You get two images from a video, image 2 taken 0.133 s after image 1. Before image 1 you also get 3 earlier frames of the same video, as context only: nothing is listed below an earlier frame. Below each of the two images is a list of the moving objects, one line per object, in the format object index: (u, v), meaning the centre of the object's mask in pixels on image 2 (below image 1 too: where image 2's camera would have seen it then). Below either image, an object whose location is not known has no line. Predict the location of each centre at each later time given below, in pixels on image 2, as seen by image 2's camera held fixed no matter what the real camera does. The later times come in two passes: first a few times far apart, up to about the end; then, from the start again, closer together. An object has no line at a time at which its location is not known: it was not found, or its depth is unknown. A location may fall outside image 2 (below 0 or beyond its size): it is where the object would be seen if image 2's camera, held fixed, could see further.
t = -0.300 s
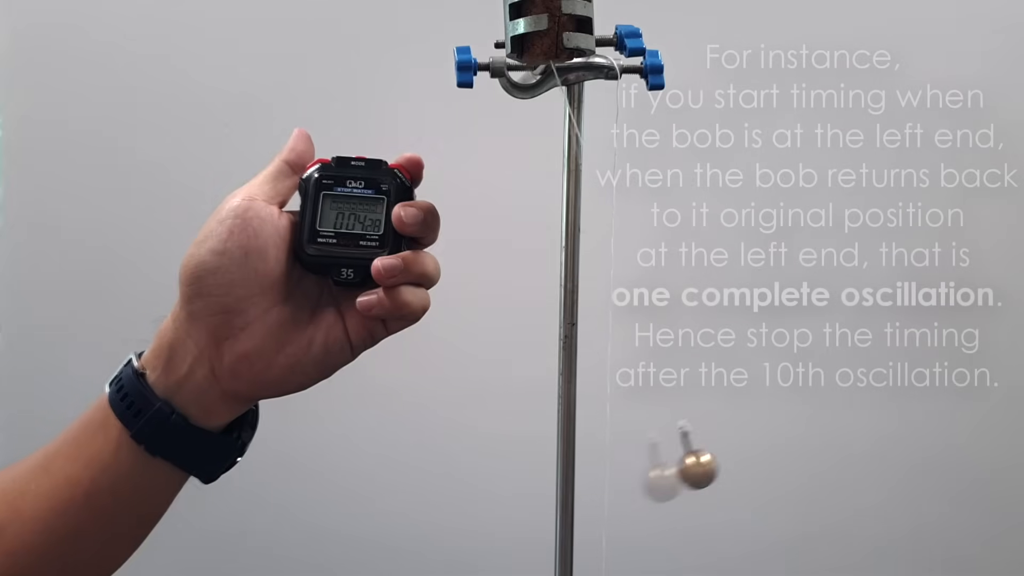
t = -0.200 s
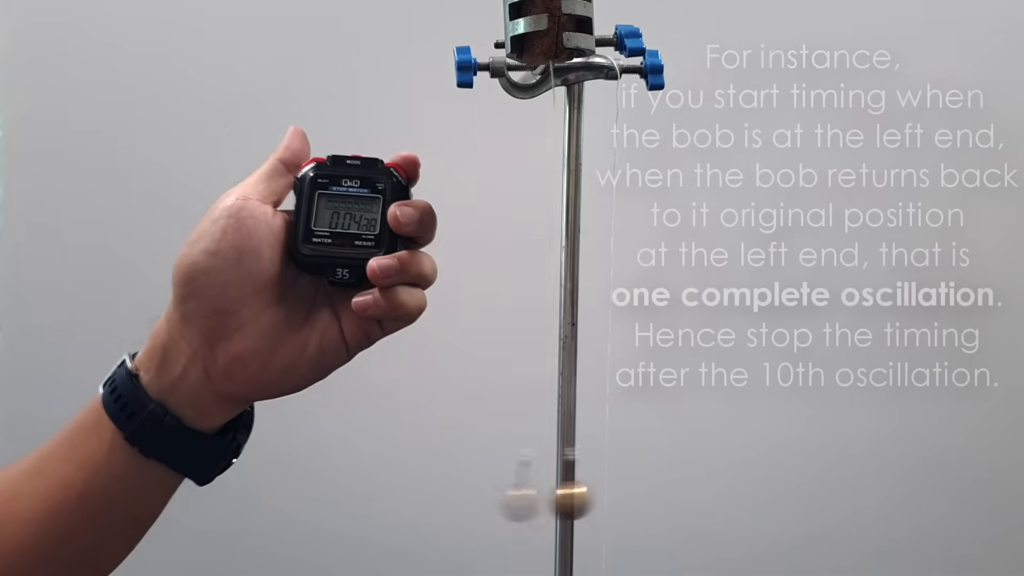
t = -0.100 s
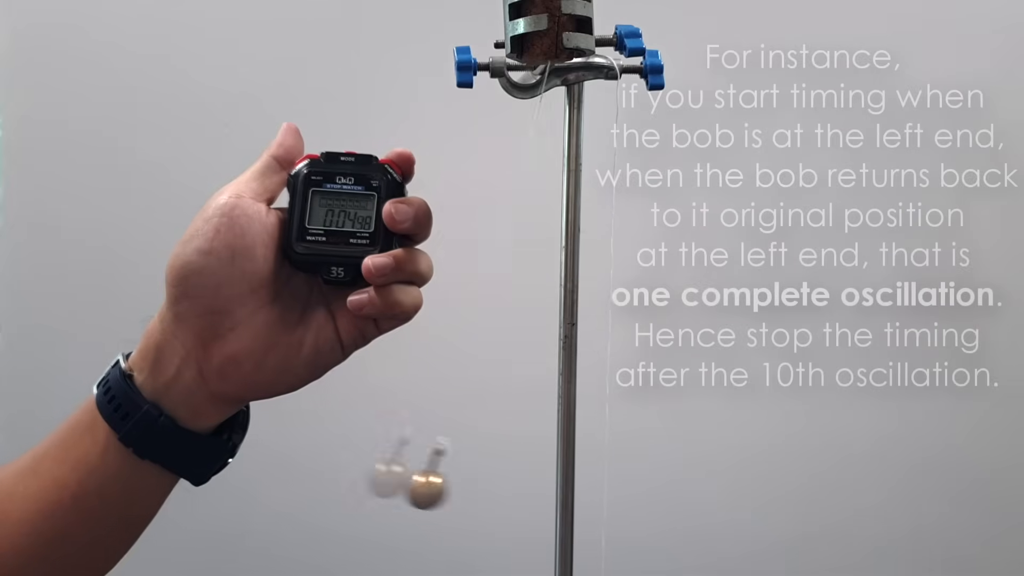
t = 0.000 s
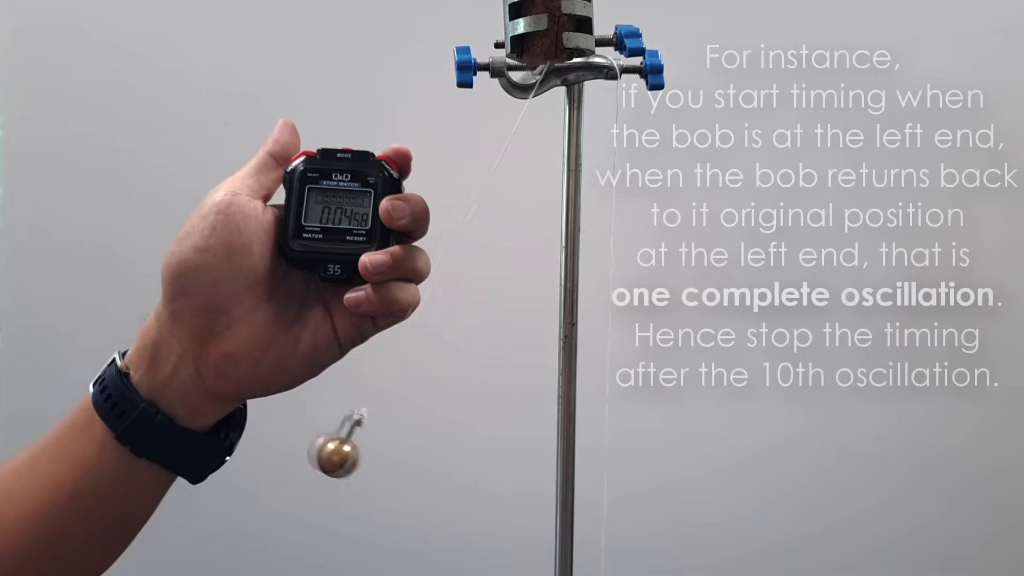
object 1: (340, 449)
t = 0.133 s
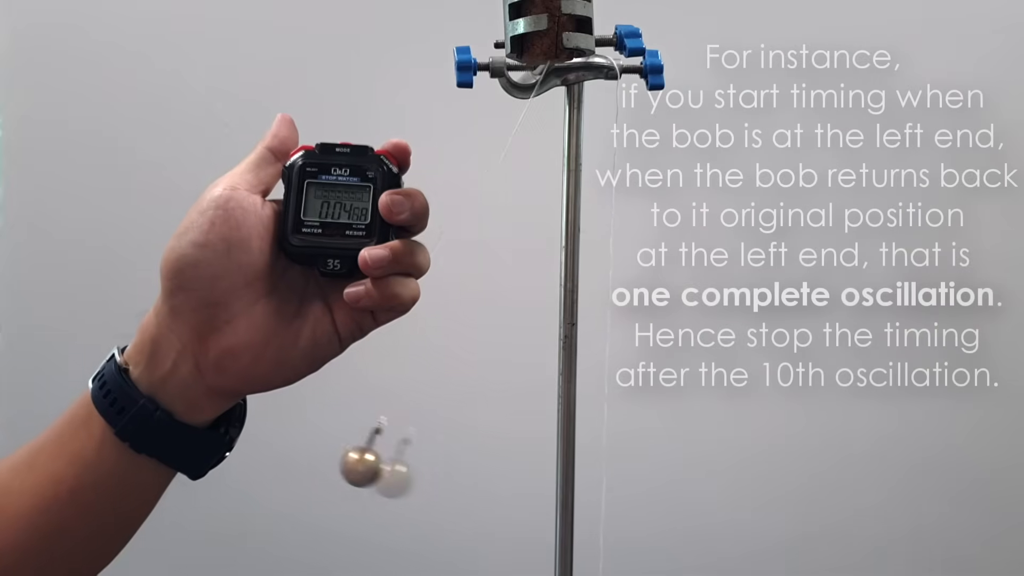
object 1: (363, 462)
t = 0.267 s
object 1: (527, 491)
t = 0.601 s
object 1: (706, 461)
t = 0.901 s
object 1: (348, 455)
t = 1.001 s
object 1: (338, 450)
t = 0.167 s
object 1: (394, 473)
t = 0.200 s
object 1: (435, 482)
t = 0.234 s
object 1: (479, 489)
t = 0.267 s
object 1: (527, 491)
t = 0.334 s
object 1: (623, 484)
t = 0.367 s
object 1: (662, 473)
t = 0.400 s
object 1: (696, 463)
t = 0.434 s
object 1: (722, 451)
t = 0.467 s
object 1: (739, 441)
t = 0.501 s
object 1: (743, 440)
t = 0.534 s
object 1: (741, 443)
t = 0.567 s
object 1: (728, 450)
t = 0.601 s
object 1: (706, 461)
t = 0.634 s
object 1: (674, 472)
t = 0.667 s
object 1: (634, 483)
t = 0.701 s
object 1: (590, 490)
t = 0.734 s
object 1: (539, 495)
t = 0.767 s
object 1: (491, 492)
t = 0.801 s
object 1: (446, 486)
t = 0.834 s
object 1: (405, 477)
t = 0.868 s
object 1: (372, 465)
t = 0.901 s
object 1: (348, 455)
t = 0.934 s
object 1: (334, 447)
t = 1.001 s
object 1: (338, 450)
